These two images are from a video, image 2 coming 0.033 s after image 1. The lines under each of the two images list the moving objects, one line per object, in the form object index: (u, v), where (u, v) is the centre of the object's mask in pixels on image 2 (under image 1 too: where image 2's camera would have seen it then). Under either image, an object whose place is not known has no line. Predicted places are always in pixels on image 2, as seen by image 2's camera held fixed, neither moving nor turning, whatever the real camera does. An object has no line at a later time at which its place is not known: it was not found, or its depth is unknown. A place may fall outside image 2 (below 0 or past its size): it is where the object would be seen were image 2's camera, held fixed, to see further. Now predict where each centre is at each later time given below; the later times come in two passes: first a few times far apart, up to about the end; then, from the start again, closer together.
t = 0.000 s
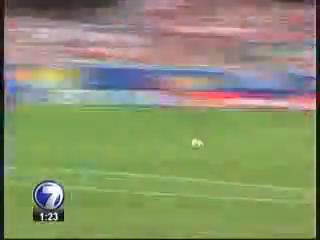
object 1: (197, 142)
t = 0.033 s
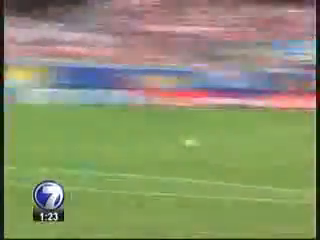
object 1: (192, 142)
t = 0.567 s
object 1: (123, 139)
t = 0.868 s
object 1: (118, 142)
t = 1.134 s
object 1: (98, 144)
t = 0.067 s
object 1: (184, 142)
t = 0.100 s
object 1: (176, 142)
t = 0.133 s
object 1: (167, 140)
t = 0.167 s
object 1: (161, 140)
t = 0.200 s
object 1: (156, 140)
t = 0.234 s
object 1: (151, 139)
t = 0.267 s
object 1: (144, 139)
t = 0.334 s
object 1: (137, 140)
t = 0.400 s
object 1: (127, 138)
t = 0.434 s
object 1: (124, 138)
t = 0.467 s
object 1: (124, 139)
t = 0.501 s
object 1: (122, 140)
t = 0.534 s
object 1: (122, 139)
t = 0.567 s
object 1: (123, 139)
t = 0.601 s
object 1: (123, 140)
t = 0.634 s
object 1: (124, 140)
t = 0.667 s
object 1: (125, 141)
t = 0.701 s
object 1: (125, 141)
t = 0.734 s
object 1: (125, 141)
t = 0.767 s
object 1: (124, 142)
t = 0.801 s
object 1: (123, 142)
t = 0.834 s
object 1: (120, 142)
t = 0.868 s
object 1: (118, 142)
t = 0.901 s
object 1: (116, 142)
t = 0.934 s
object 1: (110, 141)
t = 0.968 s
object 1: (110, 141)
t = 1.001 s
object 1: (104, 141)
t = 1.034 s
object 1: (102, 141)
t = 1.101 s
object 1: (97, 144)
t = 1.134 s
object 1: (98, 144)
